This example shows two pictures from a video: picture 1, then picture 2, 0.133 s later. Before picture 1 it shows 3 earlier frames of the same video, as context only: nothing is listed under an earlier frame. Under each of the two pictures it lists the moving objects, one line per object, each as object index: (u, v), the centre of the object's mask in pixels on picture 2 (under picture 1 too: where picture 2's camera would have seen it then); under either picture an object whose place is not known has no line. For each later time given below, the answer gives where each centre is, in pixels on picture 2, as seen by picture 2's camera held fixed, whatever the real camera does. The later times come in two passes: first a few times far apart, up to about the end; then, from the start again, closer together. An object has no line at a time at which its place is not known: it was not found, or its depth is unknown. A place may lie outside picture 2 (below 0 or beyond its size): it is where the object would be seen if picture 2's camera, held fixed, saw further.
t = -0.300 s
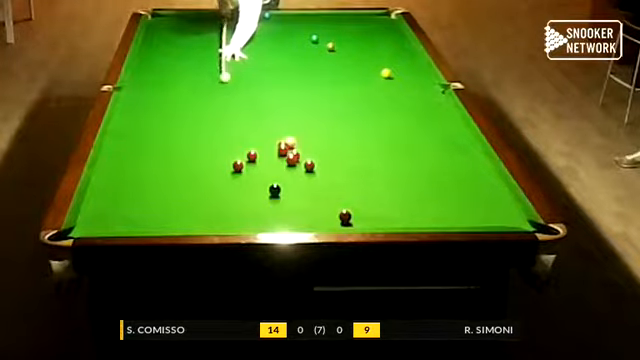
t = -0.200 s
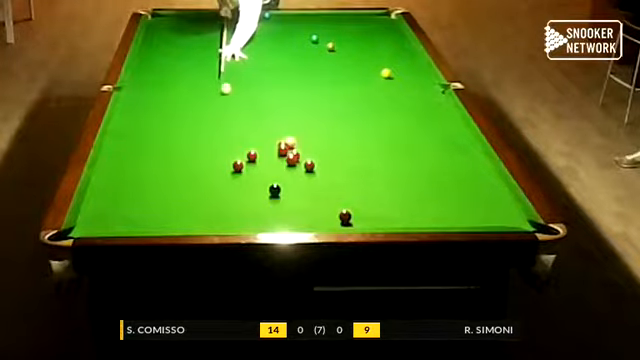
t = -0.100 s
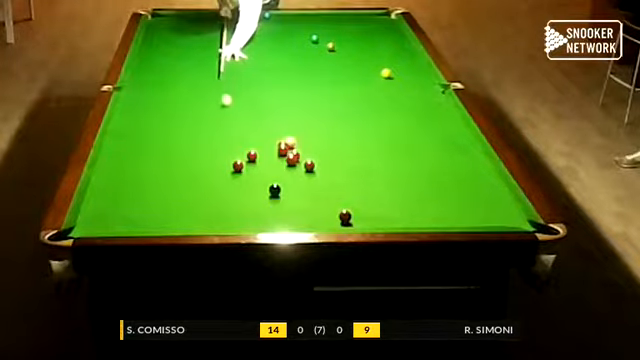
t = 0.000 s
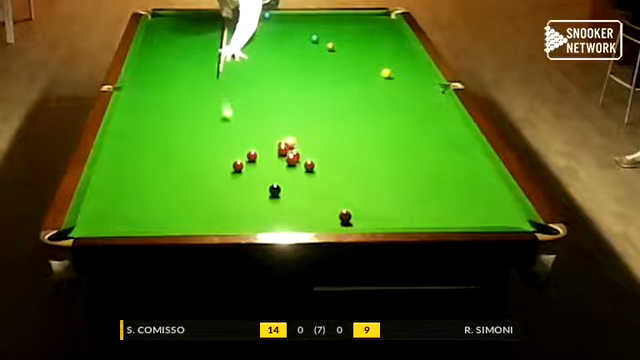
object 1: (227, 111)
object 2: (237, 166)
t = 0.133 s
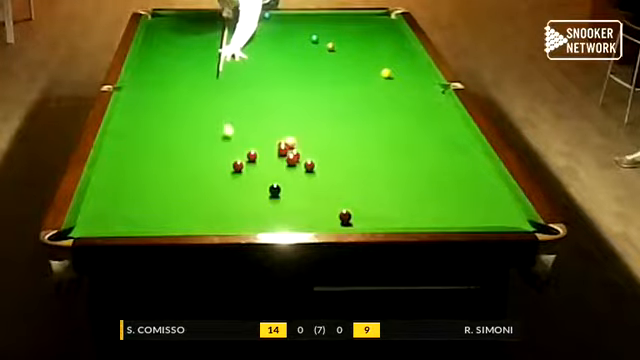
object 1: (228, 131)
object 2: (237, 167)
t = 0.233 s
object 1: (228, 145)
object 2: (237, 166)
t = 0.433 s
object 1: (212, 173)
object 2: (255, 172)
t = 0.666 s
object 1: (173, 205)
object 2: (288, 182)
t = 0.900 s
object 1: (136, 218)
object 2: (321, 191)
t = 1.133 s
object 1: (112, 196)
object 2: (354, 201)
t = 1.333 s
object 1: (102, 180)
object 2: (382, 209)
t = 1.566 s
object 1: (122, 165)
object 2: (415, 218)
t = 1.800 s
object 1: (140, 151)
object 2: (447, 223)
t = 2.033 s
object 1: (156, 138)
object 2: (466, 219)
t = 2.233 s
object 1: (169, 128)
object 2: (481, 217)
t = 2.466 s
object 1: (182, 118)
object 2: (497, 211)
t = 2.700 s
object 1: (194, 109)
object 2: (510, 207)
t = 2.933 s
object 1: (204, 100)
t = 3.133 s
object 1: (212, 93)
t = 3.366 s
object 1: (222, 85)
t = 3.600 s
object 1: (230, 79)
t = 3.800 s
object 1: (236, 73)
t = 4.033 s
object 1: (242, 67)
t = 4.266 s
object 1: (248, 62)
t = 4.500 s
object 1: (254, 57)
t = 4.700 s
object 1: (258, 53)
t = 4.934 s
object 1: (262, 49)
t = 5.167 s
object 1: (266, 46)
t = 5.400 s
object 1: (271, 42)
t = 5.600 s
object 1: (272, 40)
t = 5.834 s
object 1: (275, 37)
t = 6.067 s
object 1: (279, 34)
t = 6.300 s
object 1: (281, 32)
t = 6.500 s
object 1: (283, 30)
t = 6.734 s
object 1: (285, 28)
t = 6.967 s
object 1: (286, 26)
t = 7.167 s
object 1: (287, 26)
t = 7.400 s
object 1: (288, 24)
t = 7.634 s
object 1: (290, 23)
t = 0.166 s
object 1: (228, 135)
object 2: (237, 167)
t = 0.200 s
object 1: (228, 140)
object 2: (237, 166)
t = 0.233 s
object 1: (228, 145)
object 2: (237, 166)
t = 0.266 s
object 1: (228, 150)
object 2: (237, 167)
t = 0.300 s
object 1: (229, 155)
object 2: (237, 167)
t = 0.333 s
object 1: (228, 160)
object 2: (237, 167)
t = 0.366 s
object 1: (223, 166)
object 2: (243, 168)
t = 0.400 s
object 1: (217, 169)
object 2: (249, 169)
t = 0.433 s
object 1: (212, 173)
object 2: (255, 172)
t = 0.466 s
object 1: (206, 177)
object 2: (260, 173)
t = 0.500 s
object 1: (201, 181)
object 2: (265, 174)
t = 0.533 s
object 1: (196, 186)
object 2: (270, 176)
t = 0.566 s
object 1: (191, 190)
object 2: (274, 176)
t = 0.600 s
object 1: (185, 195)
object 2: (279, 178)
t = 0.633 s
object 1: (179, 200)
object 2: (283, 180)
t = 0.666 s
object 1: (173, 205)
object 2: (288, 182)
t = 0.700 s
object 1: (167, 210)
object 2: (293, 183)
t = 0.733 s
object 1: (160, 215)
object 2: (297, 184)
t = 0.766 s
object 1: (155, 220)
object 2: (302, 185)
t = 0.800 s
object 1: (149, 224)
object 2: (307, 187)
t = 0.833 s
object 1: (144, 224)
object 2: (312, 188)
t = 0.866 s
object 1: (139, 221)
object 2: (316, 190)
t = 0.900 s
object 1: (136, 218)
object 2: (321, 191)
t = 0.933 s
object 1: (133, 214)
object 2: (325, 193)
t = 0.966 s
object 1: (129, 211)
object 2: (330, 194)
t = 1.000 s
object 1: (126, 207)
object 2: (335, 195)
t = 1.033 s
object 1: (122, 204)
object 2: (340, 197)
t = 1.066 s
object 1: (119, 201)
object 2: (344, 198)
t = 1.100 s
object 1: (115, 198)
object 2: (349, 200)
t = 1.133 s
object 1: (112, 196)
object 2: (354, 201)
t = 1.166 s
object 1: (109, 193)
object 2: (358, 202)
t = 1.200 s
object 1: (106, 190)
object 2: (363, 203)
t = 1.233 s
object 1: (103, 187)
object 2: (368, 205)
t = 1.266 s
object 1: (100, 185)
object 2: (372, 206)
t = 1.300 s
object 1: (99, 182)
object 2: (378, 208)
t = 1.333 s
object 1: (102, 180)
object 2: (382, 209)
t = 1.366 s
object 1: (105, 177)
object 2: (387, 210)
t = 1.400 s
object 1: (108, 175)
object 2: (392, 212)
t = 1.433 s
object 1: (111, 173)
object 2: (397, 213)
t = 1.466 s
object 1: (114, 171)
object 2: (401, 214)
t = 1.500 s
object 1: (117, 168)
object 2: (406, 216)
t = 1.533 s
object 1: (120, 166)
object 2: (410, 217)
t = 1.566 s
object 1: (122, 165)
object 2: (415, 218)
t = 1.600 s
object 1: (125, 162)
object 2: (420, 219)
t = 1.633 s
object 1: (128, 160)
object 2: (424, 220)
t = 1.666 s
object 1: (130, 158)
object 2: (429, 220)
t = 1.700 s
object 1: (133, 157)
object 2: (434, 221)
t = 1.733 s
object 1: (136, 154)
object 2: (439, 222)
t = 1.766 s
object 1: (137, 152)
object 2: (443, 223)
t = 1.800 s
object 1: (140, 151)
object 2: (447, 223)
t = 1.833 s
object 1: (142, 148)
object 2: (449, 222)
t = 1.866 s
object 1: (145, 147)
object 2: (452, 222)
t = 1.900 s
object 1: (147, 145)
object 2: (455, 221)
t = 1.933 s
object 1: (149, 143)
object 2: (457, 221)
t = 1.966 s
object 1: (152, 141)
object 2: (460, 220)
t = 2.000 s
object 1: (154, 140)
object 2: (463, 220)
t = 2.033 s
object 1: (156, 138)
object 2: (466, 219)
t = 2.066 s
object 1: (159, 136)
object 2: (469, 219)
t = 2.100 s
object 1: (161, 135)
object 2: (471, 219)
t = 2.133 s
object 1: (162, 133)
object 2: (473, 218)
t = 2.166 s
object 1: (164, 132)
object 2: (475, 217)
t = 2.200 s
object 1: (166, 130)
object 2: (479, 217)
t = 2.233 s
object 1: (169, 128)
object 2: (481, 217)
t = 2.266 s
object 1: (171, 127)
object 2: (484, 216)
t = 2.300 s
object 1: (173, 125)
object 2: (486, 215)
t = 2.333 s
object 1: (174, 123)
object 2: (488, 214)
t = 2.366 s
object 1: (176, 122)
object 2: (491, 213)
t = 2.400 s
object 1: (178, 121)
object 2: (493, 213)
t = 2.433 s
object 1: (180, 119)
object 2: (495, 212)
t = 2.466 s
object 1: (182, 118)
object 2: (497, 211)
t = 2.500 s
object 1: (183, 116)
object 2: (500, 211)
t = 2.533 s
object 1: (185, 115)
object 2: (501, 210)
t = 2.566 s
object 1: (187, 114)
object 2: (504, 209)
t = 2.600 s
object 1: (189, 112)
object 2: (506, 208)
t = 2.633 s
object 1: (190, 111)
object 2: (508, 208)
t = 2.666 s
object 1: (192, 110)
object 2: (510, 207)
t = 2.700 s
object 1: (194, 109)
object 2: (510, 207)
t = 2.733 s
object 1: (196, 107)
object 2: (509, 206)
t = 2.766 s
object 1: (197, 106)
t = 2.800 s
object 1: (199, 105)
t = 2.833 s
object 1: (200, 103)
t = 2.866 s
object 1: (201, 102)
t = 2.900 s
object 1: (203, 101)
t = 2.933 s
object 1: (204, 100)
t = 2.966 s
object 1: (206, 99)
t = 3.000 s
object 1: (207, 97)
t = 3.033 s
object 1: (209, 96)
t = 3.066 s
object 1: (210, 95)
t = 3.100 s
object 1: (211, 94)
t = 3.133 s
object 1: (212, 93)
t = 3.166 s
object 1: (214, 92)
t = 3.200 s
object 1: (215, 91)
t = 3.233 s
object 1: (217, 89)
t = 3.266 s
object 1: (218, 89)
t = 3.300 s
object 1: (219, 88)
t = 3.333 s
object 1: (220, 86)
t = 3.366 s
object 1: (222, 85)
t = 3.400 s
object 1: (223, 84)
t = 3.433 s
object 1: (224, 84)
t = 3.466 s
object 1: (225, 82)
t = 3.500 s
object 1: (226, 81)
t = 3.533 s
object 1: (227, 80)
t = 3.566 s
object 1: (228, 79)
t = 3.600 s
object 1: (230, 79)
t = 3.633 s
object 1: (230, 78)
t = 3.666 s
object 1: (232, 77)
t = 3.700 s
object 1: (233, 76)
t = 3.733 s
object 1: (234, 75)
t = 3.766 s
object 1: (235, 74)
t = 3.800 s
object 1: (236, 73)
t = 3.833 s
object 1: (237, 73)
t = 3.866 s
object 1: (238, 72)
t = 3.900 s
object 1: (239, 71)
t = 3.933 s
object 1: (240, 70)
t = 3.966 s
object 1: (241, 70)
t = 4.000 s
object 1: (242, 69)
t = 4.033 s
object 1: (242, 67)
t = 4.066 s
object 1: (243, 67)
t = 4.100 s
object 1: (244, 66)
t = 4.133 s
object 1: (245, 65)
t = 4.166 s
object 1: (246, 64)
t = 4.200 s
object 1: (247, 63)
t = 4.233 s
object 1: (247, 63)
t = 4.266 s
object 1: (248, 62)
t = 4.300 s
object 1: (249, 62)
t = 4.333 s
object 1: (250, 61)
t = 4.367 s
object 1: (251, 60)
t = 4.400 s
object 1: (252, 59)
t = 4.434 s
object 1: (252, 59)
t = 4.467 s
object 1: (253, 58)
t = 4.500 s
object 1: (254, 57)
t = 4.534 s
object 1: (255, 57)
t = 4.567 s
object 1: (255, 57)
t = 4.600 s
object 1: (256, 56)
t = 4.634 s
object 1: (257, 55)
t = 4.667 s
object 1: (258, 55)
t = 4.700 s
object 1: (258, 53)
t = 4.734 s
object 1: (259, 53)
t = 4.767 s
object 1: (259, 52)
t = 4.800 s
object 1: (260, 52)
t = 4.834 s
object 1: (260, 52)
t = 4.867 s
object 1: (261, 50)
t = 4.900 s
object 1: (261, 50)
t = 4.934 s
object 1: (262, 49)
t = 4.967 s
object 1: (262, 49)
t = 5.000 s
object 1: (263, 49)
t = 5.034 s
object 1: (263, 49)
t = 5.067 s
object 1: (265, 47)
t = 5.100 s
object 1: (266, 46)
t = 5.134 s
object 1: (266, 46)
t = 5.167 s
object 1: (266, 46)
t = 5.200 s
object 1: (267, 45)
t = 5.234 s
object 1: (268, 44)
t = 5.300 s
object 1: (269, 43)
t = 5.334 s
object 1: (269, 43)
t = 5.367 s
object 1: (269, 43)
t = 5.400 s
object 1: (271, 42)
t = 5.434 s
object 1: (271, 41)
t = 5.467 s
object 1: (272, 41)
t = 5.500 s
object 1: (272, 41)
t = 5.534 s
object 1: (272, 41)
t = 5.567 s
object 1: (273, 40)
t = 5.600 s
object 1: (272, 40)
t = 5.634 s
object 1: (273, 39)
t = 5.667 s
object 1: (274, 39)
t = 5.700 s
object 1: (274, 38)
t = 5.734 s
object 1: (275, 38)
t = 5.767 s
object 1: (275, 37)
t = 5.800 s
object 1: (276, 37)
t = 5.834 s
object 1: (275, 37)
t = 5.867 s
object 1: (276, 36)
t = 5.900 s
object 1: (276, 36)
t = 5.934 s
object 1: (277, 35)
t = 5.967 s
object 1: (277, 35)
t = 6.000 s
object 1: (278, 35)
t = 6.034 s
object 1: (278, 34)
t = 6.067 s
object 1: (279, 34)
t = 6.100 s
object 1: (279, 34)
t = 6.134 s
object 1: (279, 34)
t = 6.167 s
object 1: (279, 34)
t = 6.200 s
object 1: (280, 32)
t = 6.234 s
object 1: (280, 32)
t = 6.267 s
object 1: (280, 32)
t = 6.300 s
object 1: (281, 32)
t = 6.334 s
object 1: (281, 32)
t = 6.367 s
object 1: (282, 31)
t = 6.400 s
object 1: (282, 30)
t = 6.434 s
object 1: (282, 30)
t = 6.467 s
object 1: (283, 30)
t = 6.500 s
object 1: (283, 30)
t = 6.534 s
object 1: (283, 30)
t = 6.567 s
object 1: (284, 29)
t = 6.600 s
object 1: (284, 29)
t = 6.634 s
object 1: (284, 29)
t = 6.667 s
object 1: (285, 28)
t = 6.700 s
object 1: (285, 28)
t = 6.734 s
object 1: (285, 28)
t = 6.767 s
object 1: (285, 28)
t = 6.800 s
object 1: (285, 28)
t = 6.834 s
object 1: (285, 28)
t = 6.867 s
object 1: (285, 28)
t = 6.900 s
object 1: (286, 26)
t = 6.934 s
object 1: (286, 26)
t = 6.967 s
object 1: (286, 26)
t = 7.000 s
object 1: (286, 26)
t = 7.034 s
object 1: (287, 26)
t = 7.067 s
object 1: (287, 26)
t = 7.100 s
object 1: (287, 26)
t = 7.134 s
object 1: (287, 26)
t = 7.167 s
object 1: (287, 26)
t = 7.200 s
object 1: (288, 25)
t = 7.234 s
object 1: (288, 25)
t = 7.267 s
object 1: (288, 24)
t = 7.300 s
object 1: (288, 24)
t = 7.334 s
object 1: (288, 24)
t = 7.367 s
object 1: (288, 24)
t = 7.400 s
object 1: (288, 24)
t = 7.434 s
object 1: (288, 24)
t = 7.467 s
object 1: (289, 24)
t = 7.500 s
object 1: (289, 24)
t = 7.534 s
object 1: (289, 24)
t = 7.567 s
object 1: (290, 23)
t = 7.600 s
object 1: (290, 23)
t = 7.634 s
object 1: (290, 23)
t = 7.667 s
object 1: (290, 23)
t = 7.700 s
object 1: (290, 23)
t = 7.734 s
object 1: (290, 23)
